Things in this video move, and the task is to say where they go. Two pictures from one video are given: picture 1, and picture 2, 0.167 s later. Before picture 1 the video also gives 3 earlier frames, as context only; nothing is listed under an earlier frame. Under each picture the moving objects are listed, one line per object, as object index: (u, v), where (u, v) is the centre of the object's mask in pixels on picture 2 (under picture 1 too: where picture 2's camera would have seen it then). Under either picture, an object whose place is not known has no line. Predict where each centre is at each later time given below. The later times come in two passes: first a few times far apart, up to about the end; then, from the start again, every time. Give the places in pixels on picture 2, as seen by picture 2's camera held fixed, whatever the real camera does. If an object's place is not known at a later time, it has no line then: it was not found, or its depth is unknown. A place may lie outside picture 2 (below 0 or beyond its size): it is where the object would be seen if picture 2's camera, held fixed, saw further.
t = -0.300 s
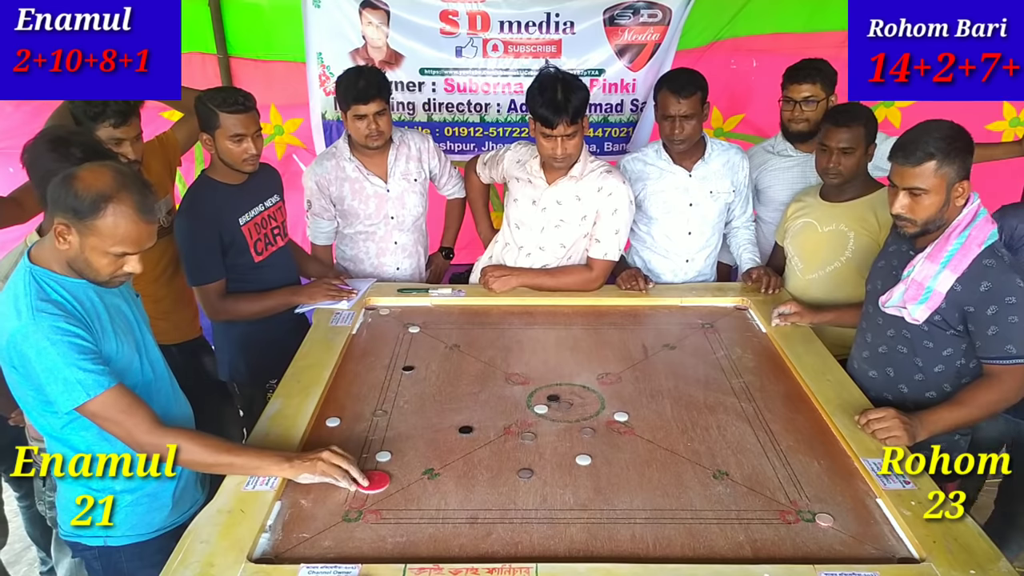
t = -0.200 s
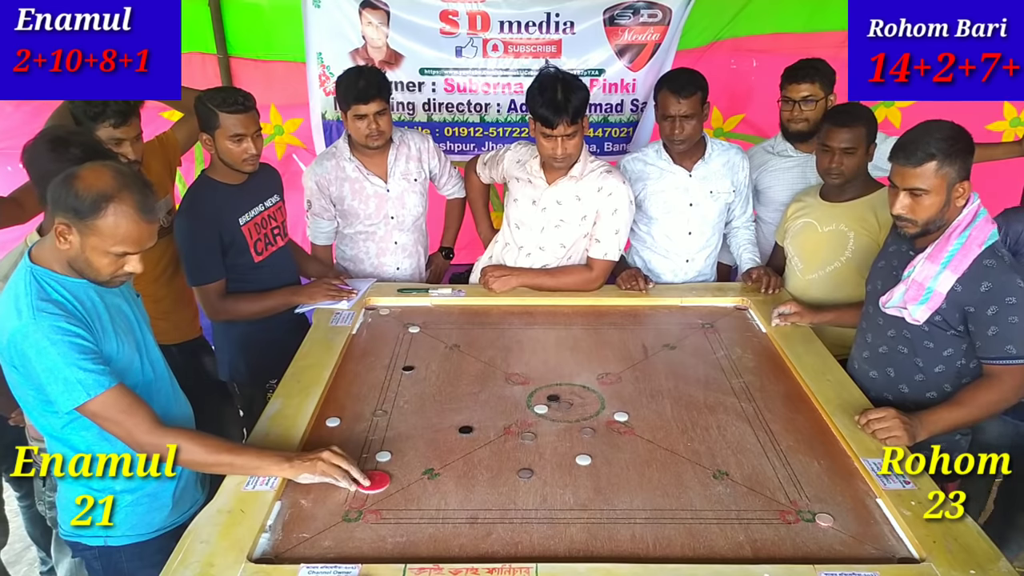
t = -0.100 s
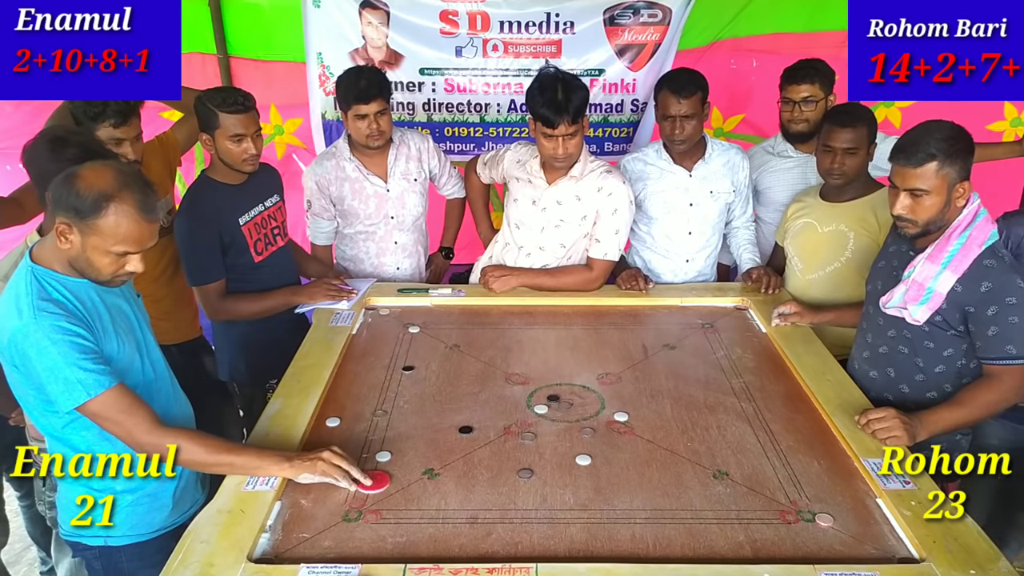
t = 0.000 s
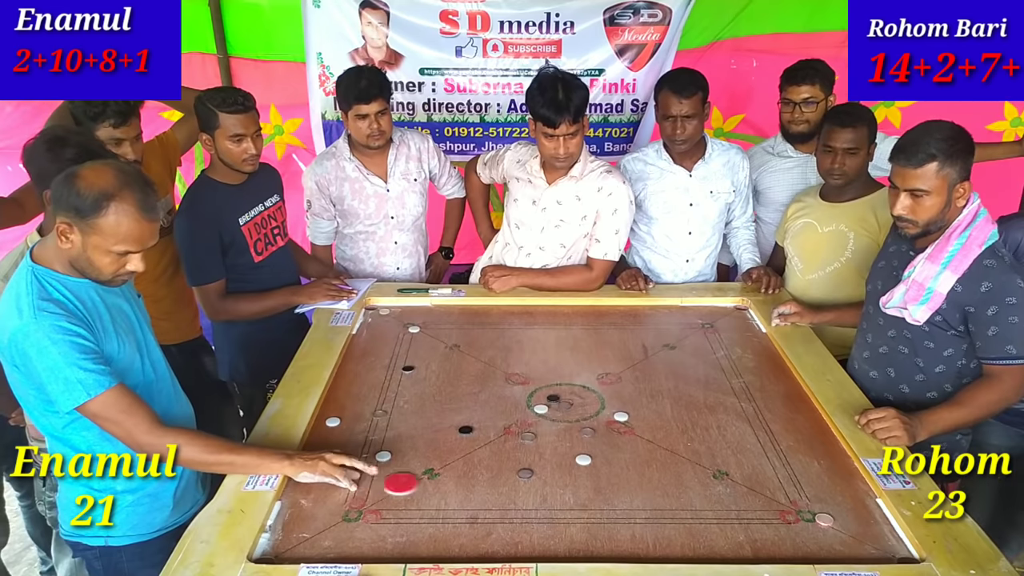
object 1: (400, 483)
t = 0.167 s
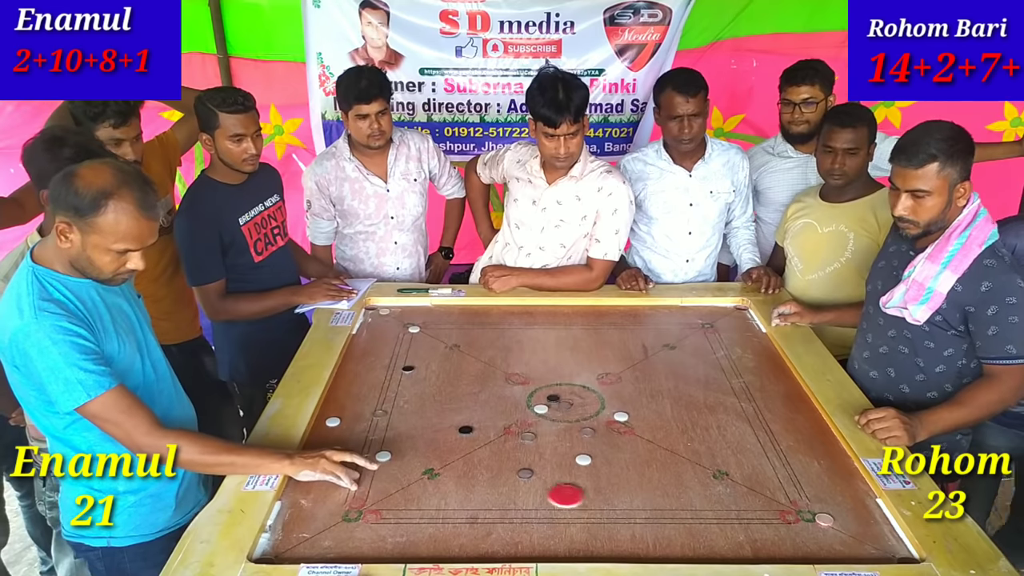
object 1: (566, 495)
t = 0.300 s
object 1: (690, 504)
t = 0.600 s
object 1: (868, 508)
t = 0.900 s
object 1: (868, 507)
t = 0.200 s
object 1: (598, 498)
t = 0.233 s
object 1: (629, 500)
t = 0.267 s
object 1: (660, 501)
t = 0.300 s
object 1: (690, 504)
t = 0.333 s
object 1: (721, 505)
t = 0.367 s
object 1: (750, 507)
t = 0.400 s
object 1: (779, 509)
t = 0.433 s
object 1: (805, 510)
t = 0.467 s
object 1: (825, 509)
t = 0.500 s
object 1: (844, 509)
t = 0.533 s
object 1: (862, 509)
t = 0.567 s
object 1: (868, 508)
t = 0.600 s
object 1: (868, 508)
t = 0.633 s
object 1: (868, 508)
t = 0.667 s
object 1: (868, 508)
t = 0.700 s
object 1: (867, 508)
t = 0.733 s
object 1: (868, 507)
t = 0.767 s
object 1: (868, 508)
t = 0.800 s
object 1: (868, 507)
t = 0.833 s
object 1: (867, 507)
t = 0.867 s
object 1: (867, 507)
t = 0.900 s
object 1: (868, 507)
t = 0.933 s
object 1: (868, 508)
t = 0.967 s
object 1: (868, 507)
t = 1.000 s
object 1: (868, 507)
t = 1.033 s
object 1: (868, 507)
